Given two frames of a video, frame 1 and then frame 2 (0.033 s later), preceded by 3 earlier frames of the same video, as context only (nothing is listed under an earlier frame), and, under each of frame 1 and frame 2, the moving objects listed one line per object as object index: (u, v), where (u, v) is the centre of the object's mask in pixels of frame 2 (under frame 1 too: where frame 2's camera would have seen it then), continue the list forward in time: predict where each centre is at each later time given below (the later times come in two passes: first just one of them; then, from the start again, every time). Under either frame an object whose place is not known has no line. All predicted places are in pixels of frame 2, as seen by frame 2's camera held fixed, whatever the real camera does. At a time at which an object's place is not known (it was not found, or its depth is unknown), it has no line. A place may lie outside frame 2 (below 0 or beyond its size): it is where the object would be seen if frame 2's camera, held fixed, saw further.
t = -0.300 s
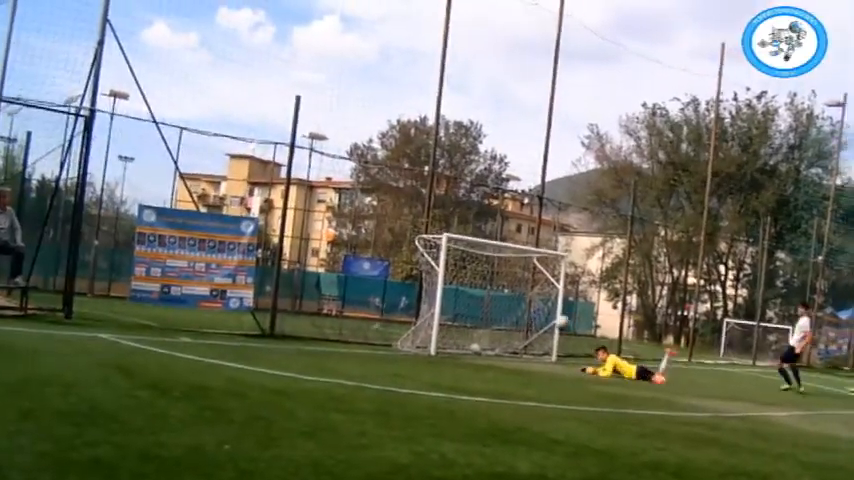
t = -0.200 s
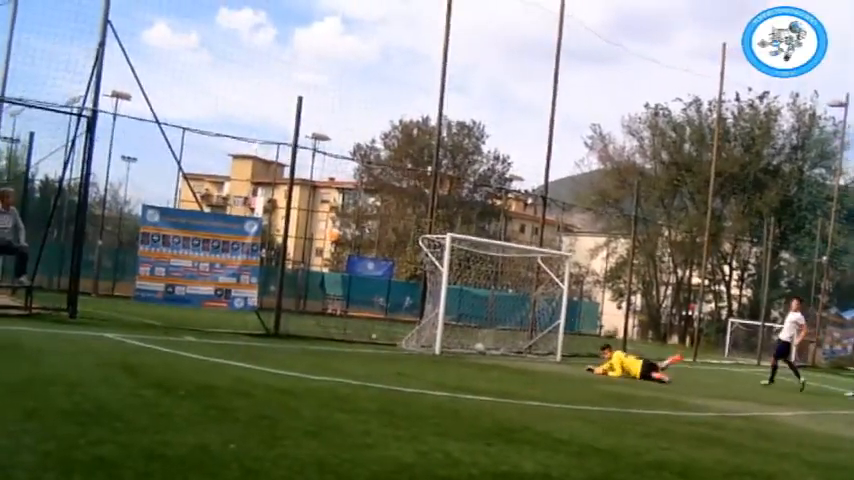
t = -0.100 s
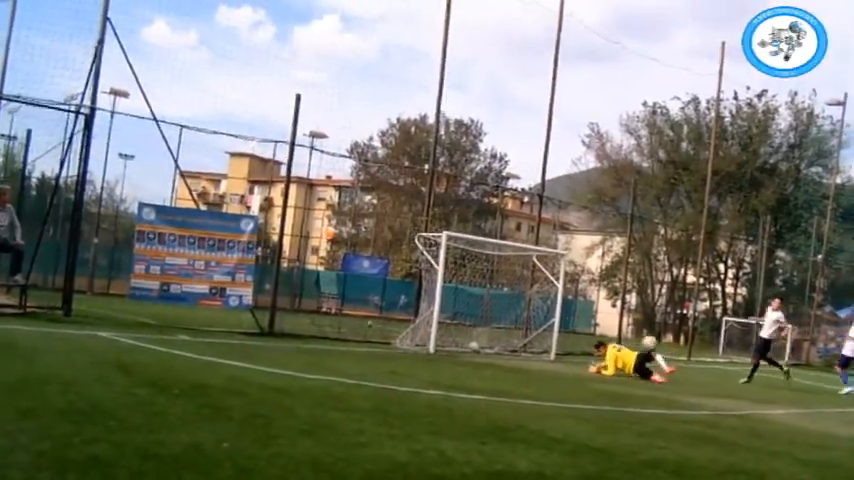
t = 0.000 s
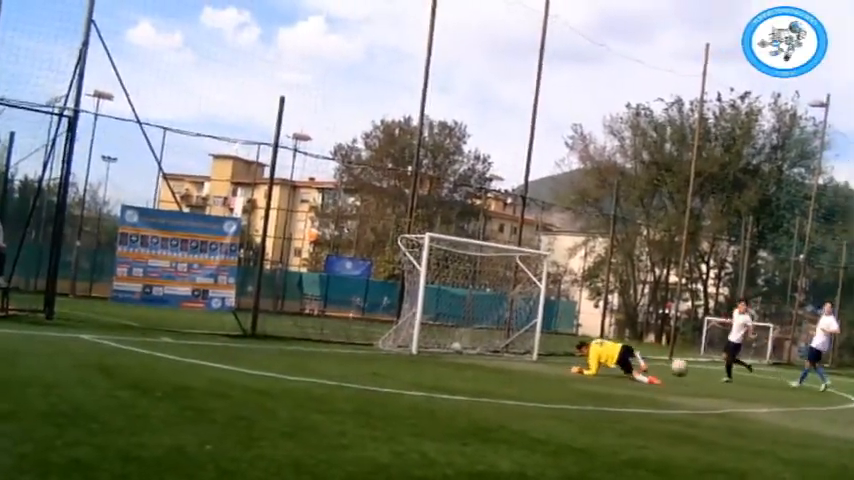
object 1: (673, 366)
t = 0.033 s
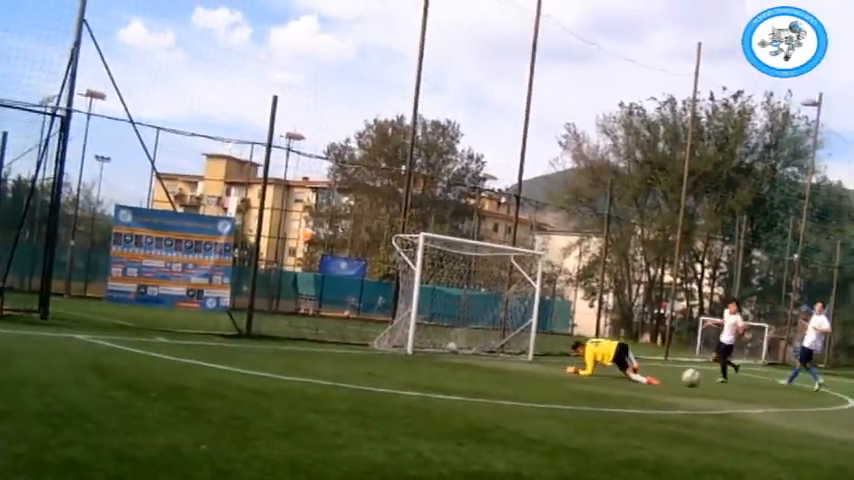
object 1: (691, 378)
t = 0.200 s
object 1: (767, 407)
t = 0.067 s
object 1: (708, 388)
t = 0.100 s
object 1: (726, 401)
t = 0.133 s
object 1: (744, 414)
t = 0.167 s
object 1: (756, 412)
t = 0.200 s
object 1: (767, 407)
